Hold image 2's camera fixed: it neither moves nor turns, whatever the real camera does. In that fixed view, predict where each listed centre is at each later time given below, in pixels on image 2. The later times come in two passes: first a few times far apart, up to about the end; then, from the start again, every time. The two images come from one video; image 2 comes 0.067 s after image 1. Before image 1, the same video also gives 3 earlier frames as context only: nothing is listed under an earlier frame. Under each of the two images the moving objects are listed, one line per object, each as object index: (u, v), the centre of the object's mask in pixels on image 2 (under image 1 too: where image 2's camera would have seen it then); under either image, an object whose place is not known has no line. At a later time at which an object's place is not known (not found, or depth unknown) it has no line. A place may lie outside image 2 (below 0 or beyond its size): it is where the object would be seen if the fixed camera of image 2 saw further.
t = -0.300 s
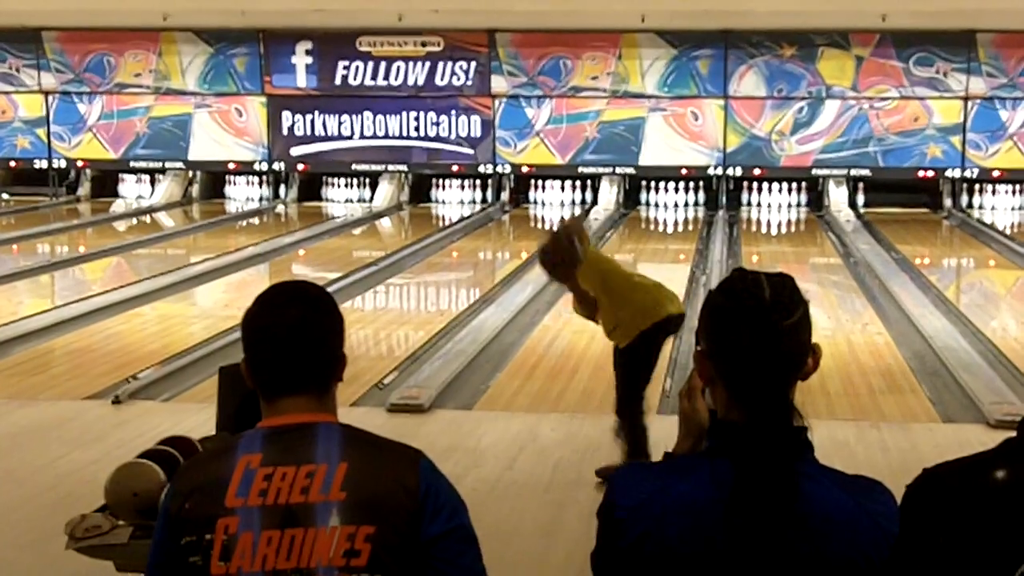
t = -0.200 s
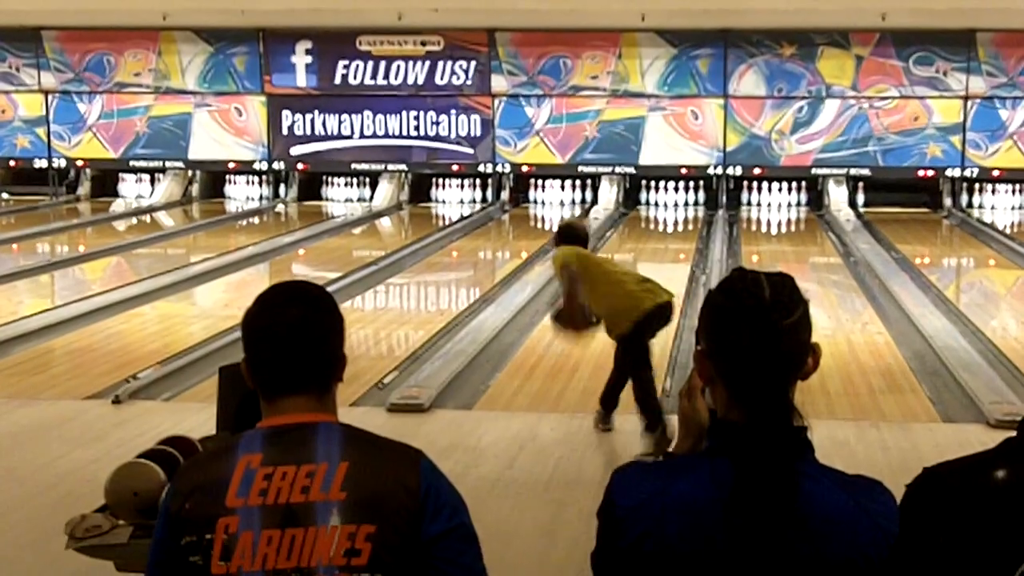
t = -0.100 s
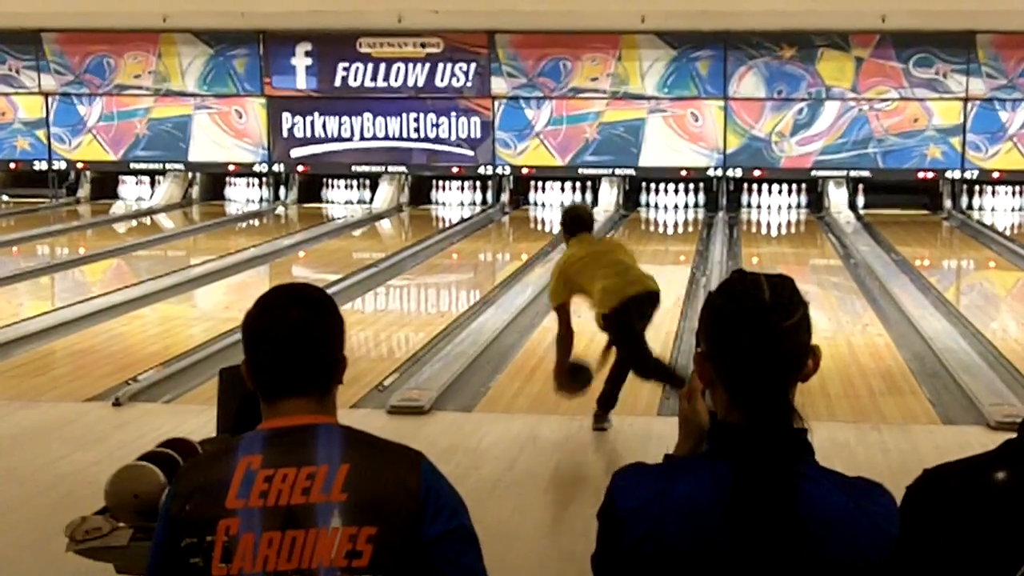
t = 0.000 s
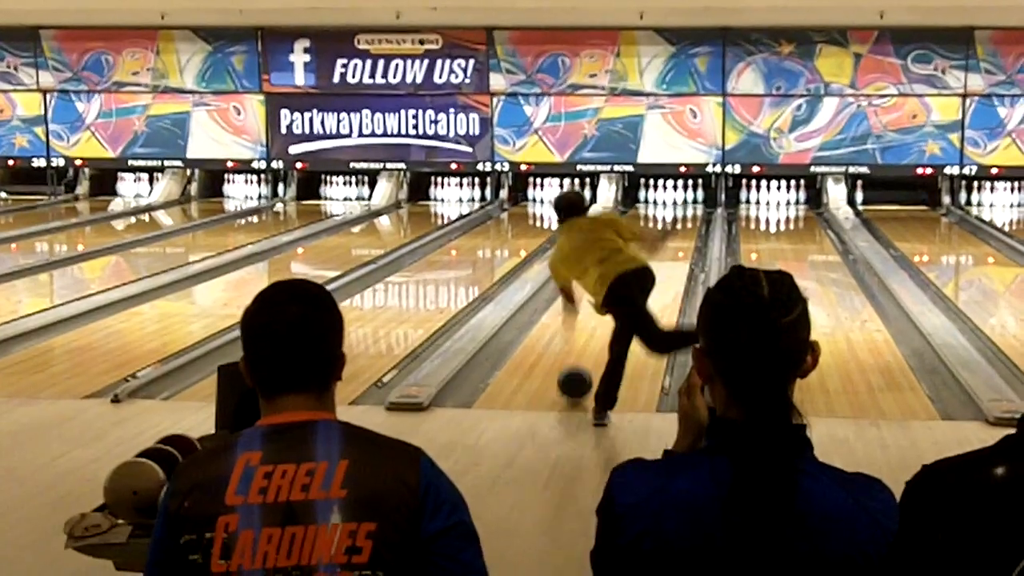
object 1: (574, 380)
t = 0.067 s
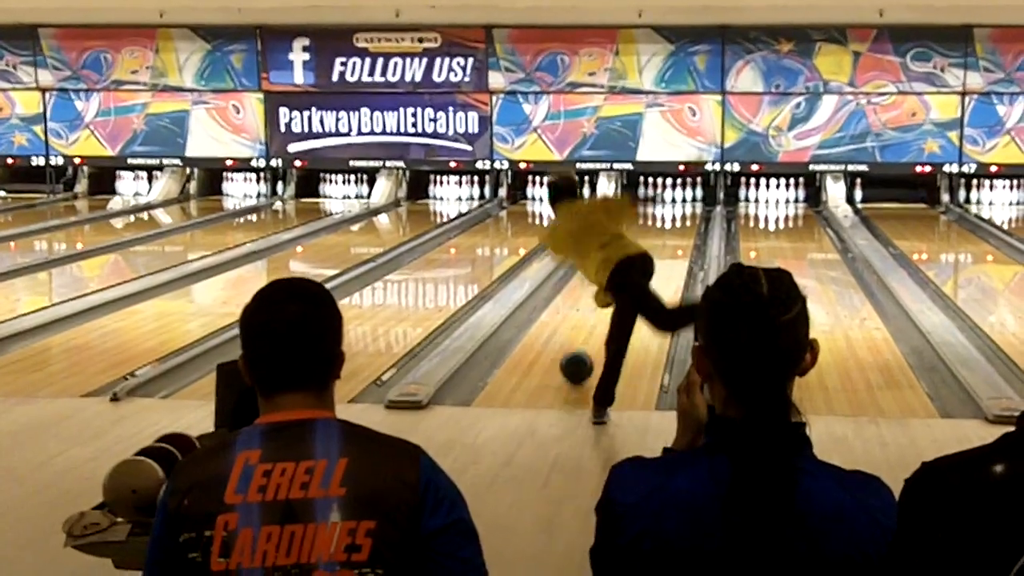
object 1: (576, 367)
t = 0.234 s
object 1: (582, 336)
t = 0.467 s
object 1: (589, 302)
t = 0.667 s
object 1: (592, 282)
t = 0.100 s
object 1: (578, 361)
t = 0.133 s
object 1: (579, 354)
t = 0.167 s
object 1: (580, 347)
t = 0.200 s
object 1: (581, 341)
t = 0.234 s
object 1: (582, 336)
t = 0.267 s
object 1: (583, 330)
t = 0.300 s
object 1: (584, 324)
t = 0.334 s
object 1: (585, 319)
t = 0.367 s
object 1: (586, 315)
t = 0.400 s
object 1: (587, 310)
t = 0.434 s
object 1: (588, 305)
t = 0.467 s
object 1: (589, 302)
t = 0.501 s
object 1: (590, 298)
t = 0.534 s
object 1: (591, 294)
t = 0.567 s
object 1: (591, 291)
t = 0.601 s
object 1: (592, 287)
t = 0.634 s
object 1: (592, 284)
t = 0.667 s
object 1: (592, 282)
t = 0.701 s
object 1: (592, 281)
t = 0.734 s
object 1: (590, 278)
